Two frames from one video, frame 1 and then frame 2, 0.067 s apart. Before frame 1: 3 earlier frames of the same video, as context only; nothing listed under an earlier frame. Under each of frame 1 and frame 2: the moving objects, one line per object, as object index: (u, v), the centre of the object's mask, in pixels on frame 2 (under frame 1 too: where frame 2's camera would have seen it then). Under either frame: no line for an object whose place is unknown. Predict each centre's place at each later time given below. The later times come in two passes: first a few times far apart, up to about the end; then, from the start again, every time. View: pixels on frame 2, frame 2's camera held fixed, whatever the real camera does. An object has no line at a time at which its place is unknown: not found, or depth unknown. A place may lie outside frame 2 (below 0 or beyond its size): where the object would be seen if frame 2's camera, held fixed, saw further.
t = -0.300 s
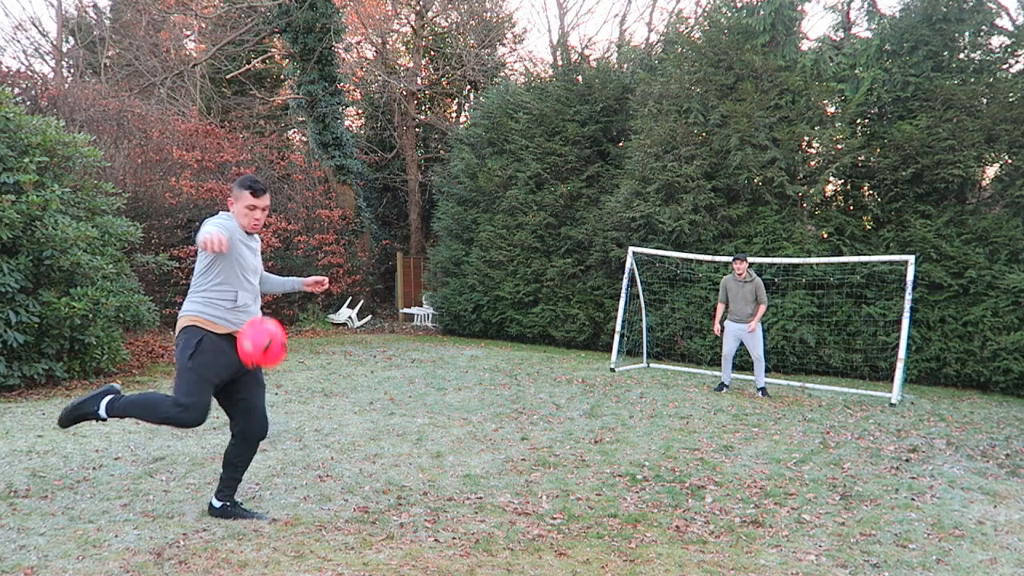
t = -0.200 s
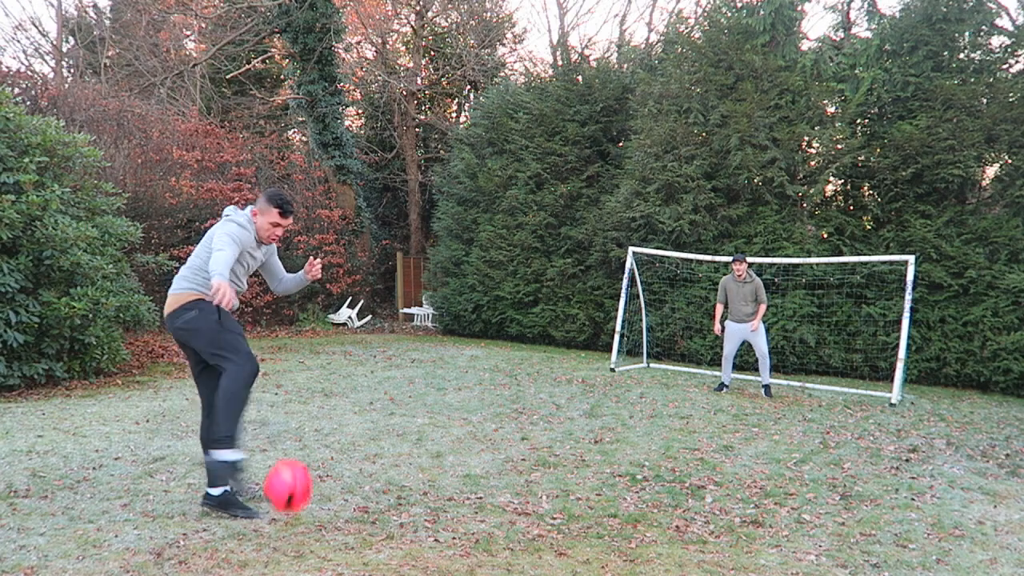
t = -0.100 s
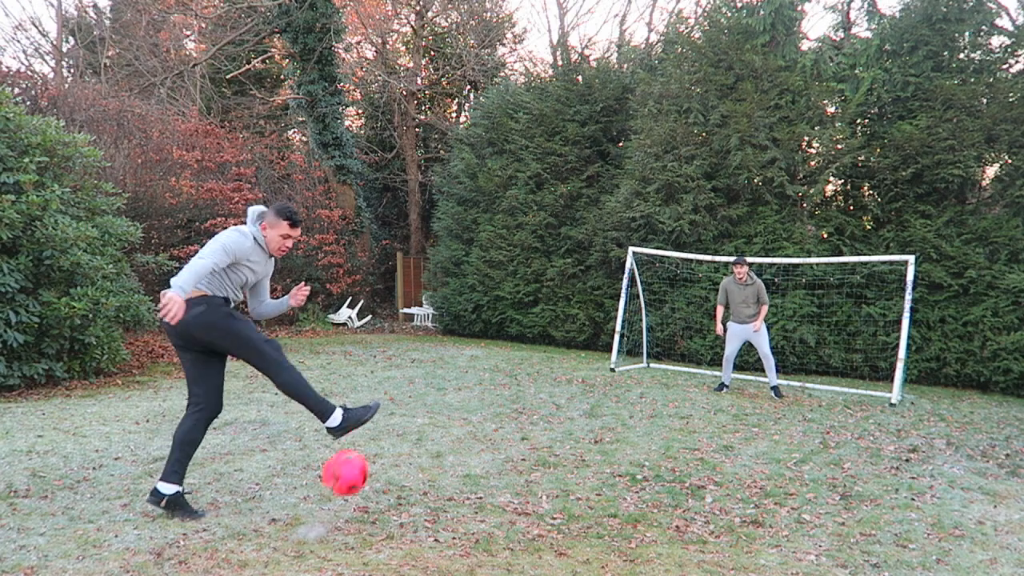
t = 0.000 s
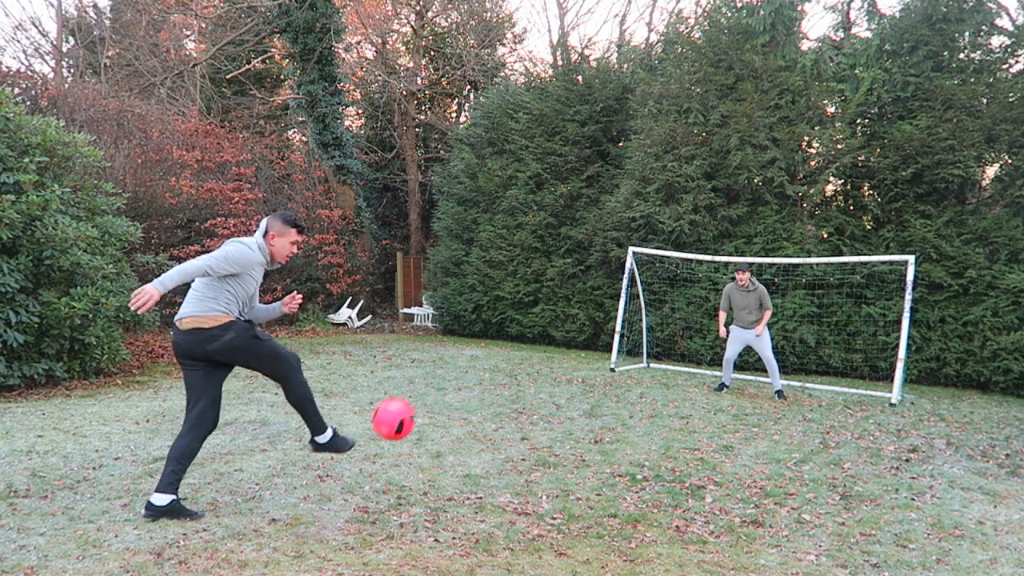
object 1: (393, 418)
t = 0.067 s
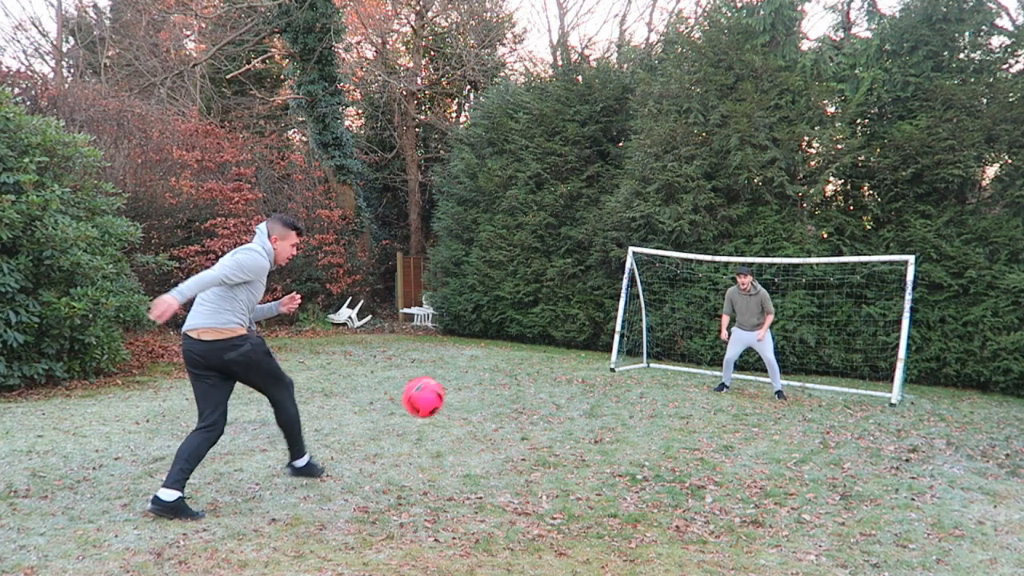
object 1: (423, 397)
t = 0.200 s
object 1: (477, 378)
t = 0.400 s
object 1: (549, 407)
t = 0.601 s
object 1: (609, 473)
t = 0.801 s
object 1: (660, 427)
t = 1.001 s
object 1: (706, 436)
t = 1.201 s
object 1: (747, 435)
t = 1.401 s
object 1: (784, 438)
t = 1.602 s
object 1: (817, 429)
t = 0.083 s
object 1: (430, 393)
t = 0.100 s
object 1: (437, 389)
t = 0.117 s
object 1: (444, 386)
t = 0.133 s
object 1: (451, 384)
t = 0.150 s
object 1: (457, 382)
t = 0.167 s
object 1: (464, 380)
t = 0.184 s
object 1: (471, 378)
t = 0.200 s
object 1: (477, 378)
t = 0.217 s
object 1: (484, 378)
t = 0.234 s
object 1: (490, 379)
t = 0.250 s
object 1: (496, 380)
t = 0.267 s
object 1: (502, 382)
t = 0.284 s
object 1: (508, 384)
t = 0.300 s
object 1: (514, 386)
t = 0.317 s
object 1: (520, 388)
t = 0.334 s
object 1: (525, 391)
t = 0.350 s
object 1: (532, 395)
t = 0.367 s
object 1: (537, 398)
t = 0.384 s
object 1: (543, 403)
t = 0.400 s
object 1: (549, 407)
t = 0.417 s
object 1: (554, 412)
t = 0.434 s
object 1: (559, 418)
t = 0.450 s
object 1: (564, 424)
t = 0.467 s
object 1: (569, 430)
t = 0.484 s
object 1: (574, 437)
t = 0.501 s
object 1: (579, 444)
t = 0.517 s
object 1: (584, 451)
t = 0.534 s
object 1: (589, 457)
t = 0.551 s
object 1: (594, 465)
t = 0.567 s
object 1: (600, 474)
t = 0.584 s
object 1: (604, 479)
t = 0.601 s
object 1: (609, 473)
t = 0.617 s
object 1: (613, 467)
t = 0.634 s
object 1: (618, 461)
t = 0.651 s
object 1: (622, 456)
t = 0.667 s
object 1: (626, 451)
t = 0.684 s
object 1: (631, 447)
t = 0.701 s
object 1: (635, 443)
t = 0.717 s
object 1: (639, 439)
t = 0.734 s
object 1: (643, 435)
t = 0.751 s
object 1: (647, 433)
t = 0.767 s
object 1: (651, 430)
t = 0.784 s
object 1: (656, 428)
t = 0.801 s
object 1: (660, 427)
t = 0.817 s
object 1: (664, 425)
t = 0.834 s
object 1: (669, 424)
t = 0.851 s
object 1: (673, 424)
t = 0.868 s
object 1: (676, 424)
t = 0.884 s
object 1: (680, 425)
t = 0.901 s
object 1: (683, 426)
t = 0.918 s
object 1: (687, 426)
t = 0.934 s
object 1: (691, 428)
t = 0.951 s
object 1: (695, 429)
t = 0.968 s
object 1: (698, 431)
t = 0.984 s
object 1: (702, 433)
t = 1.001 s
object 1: (706, 436)
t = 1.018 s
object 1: (709, 439)
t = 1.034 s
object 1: (713, 443)
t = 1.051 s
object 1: (717, 447)
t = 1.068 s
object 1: (721, 450)
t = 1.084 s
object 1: (725, 451)
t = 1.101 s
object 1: (727, 448)
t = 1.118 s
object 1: (731, 445)
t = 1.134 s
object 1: (734, 443)
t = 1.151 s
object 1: (737, 440)
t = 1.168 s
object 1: (740, 438)
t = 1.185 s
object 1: (744, 437)
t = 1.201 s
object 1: (747, 435)
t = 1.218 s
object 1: (750, 434)
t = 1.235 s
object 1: (753, 433)
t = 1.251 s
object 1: (756, 433)
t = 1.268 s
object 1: (759, 433)
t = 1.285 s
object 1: (763, 434)
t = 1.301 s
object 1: (766, 435)
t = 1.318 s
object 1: (769, 436)
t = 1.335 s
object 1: (772, 438)
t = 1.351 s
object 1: (775, 439)
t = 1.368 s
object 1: (778, 440)
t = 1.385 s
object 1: (781, 439)
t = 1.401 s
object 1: (784, 438)
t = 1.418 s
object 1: (787, 437)
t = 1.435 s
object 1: (789, 436)
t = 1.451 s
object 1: (793, 435)
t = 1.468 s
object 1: (795, 434)
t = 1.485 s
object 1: (798, 434)
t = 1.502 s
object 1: (801, 434)
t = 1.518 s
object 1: (804, 434)
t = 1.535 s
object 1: (807, 435)
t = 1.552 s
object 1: (810, 434)
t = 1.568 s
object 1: (813, 432)
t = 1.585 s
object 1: (815, 431)
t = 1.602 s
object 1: (817, 429)
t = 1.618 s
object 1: (820, 428)
